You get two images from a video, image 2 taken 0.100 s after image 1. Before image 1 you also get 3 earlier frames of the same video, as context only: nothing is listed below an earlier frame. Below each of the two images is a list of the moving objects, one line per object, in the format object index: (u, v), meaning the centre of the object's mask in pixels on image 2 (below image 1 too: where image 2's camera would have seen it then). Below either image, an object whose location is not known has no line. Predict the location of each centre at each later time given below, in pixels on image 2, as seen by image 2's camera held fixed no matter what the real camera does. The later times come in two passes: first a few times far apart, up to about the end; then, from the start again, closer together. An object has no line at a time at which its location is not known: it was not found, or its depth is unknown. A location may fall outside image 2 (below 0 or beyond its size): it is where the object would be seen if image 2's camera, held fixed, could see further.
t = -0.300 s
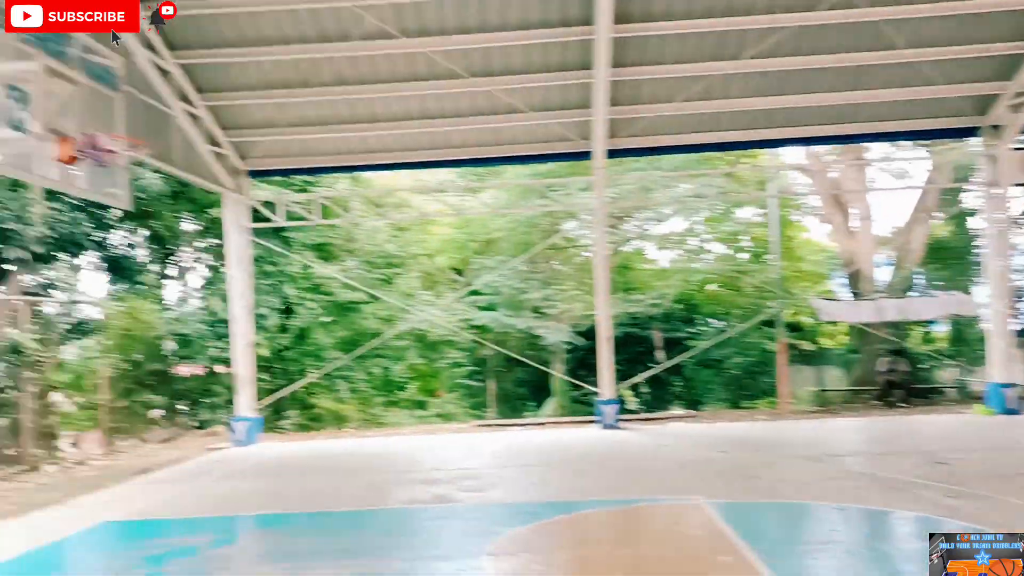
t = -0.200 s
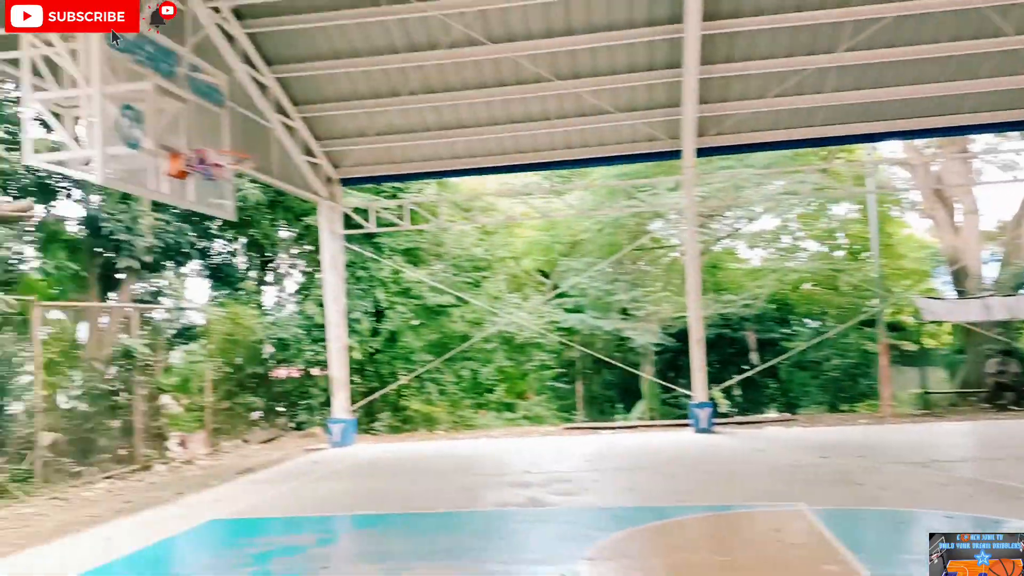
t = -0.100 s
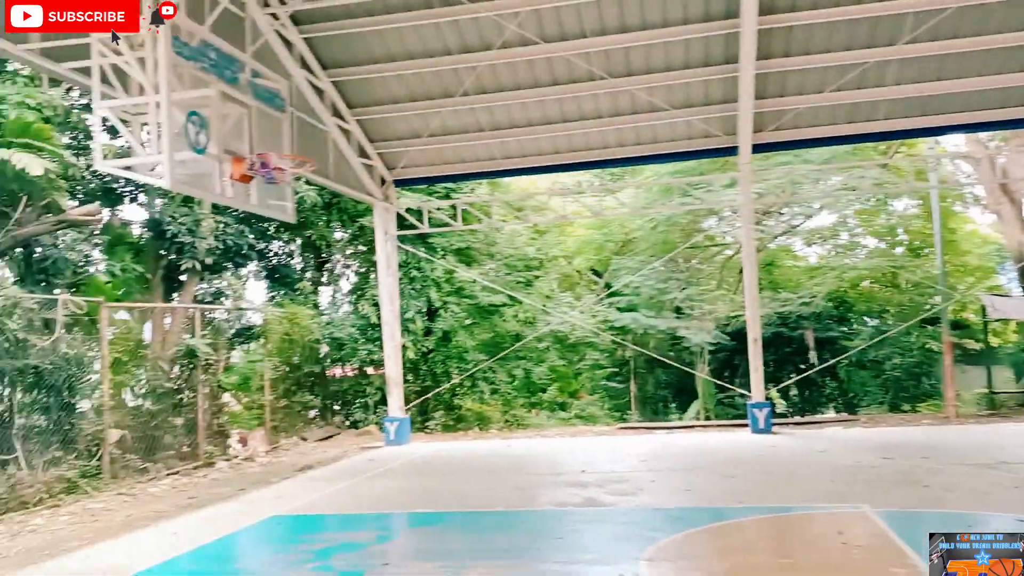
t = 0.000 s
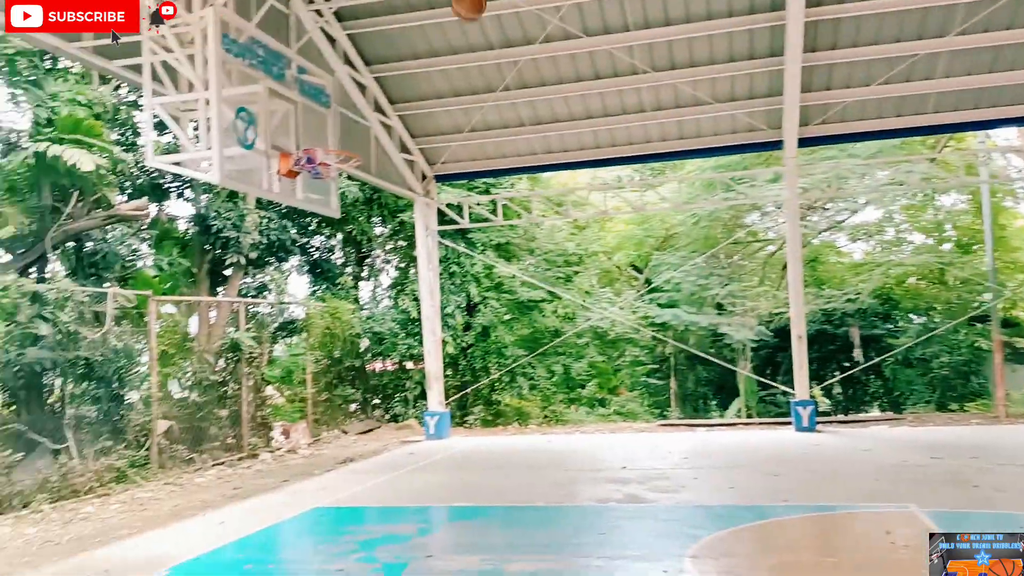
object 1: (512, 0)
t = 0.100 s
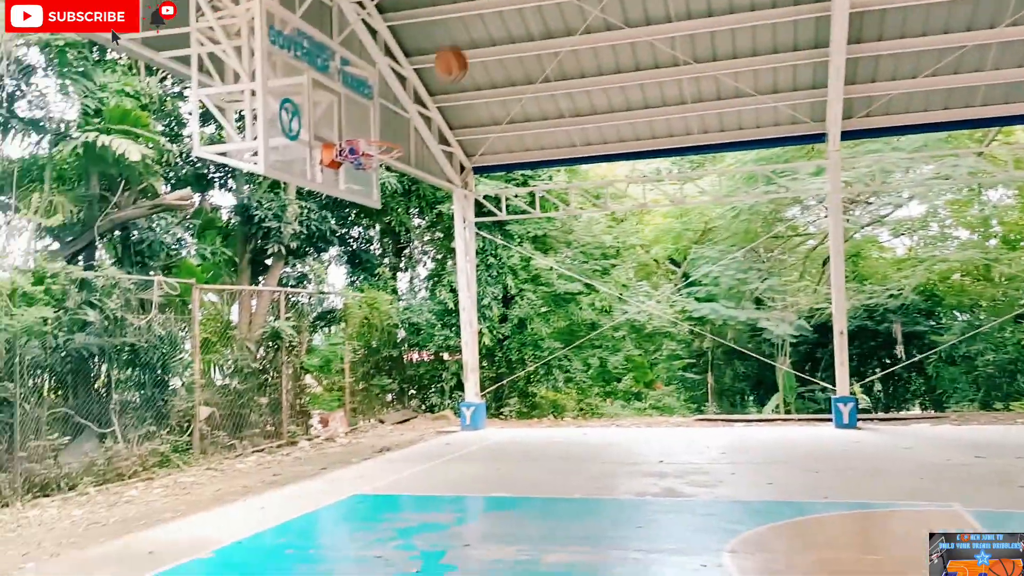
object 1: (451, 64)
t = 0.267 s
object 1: (378, 194)
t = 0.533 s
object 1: (317, 434)
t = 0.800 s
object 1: (301, 385)
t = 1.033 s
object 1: (309, 255)
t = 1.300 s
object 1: (308, 193)
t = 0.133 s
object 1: (432, 90)
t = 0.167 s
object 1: (414, 116)
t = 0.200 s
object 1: (396, 143)
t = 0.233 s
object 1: (386, 168)
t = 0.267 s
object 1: (378, 194)
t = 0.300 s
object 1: (369, 218)
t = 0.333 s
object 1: (364, 245)
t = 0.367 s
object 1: (357, 272)
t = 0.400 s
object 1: (349, 304)
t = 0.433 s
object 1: (341, 333)
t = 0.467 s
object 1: (333, 367)
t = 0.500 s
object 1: (325, 401)
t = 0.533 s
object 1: (317, 434)
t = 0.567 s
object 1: (309, 472)
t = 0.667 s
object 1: (298, 491)
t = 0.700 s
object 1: (298, 462)
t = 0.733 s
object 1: (299, 434)
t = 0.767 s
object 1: (300, 409)
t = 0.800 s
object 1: (301, 385)
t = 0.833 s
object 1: (301, 363)
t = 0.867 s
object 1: (302, 342)
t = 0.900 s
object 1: (304, 322)
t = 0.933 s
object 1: (305, 303)
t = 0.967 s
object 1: (305, 286)
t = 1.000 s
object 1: (308, 270)
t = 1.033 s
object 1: (309, 255)
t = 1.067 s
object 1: (307, 243)
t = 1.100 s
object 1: (308, 231)
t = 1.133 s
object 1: (308, 221)
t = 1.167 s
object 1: (306, 213)
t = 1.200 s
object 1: (307, 206)
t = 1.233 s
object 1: (306, 200)
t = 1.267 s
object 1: (307, 196)
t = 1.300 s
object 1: (308, 193)
